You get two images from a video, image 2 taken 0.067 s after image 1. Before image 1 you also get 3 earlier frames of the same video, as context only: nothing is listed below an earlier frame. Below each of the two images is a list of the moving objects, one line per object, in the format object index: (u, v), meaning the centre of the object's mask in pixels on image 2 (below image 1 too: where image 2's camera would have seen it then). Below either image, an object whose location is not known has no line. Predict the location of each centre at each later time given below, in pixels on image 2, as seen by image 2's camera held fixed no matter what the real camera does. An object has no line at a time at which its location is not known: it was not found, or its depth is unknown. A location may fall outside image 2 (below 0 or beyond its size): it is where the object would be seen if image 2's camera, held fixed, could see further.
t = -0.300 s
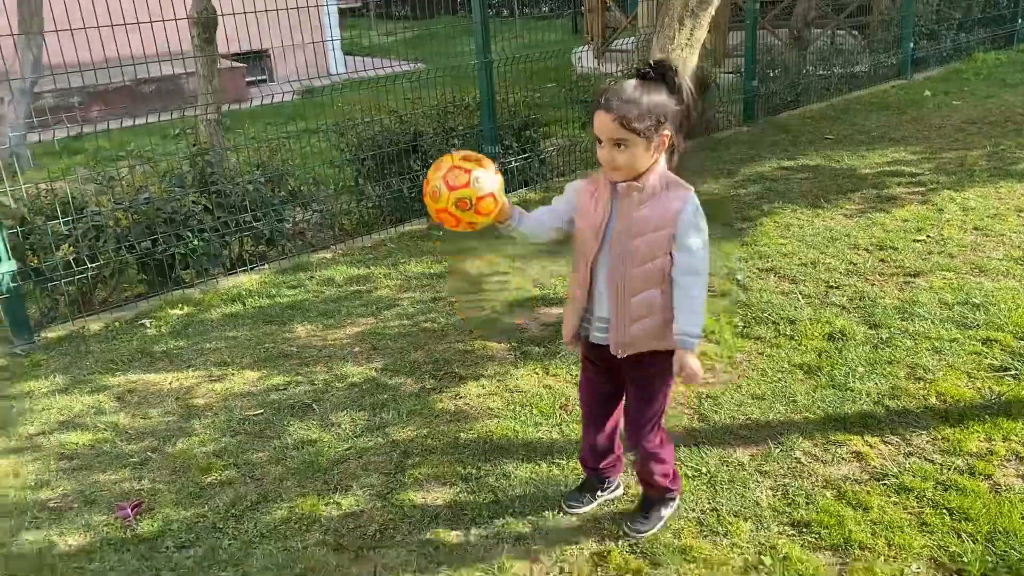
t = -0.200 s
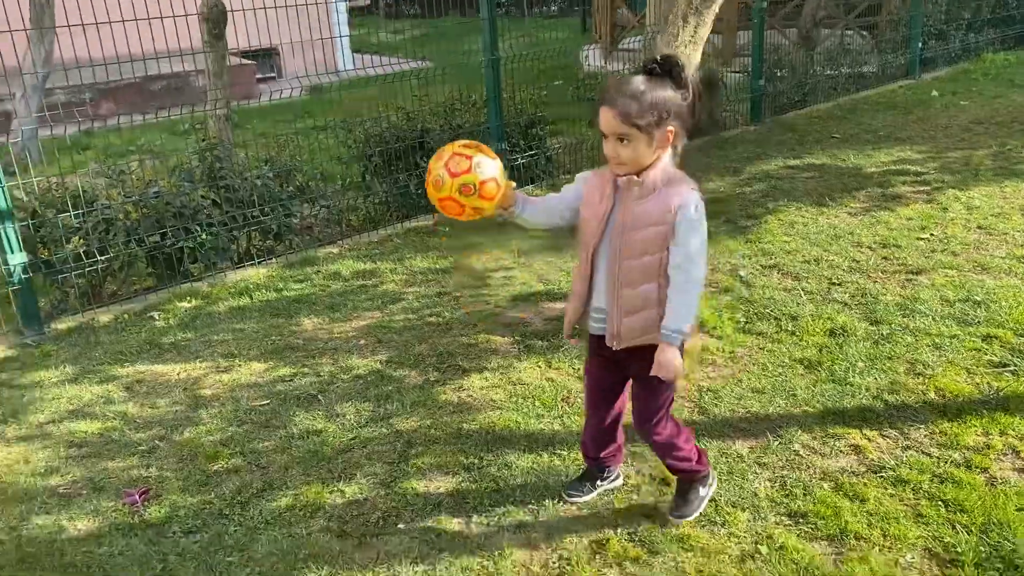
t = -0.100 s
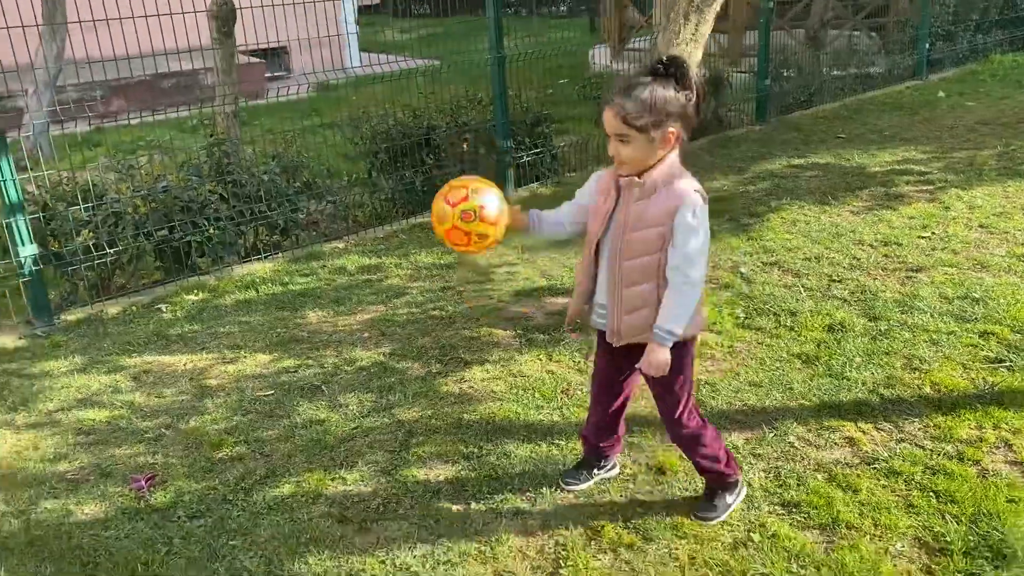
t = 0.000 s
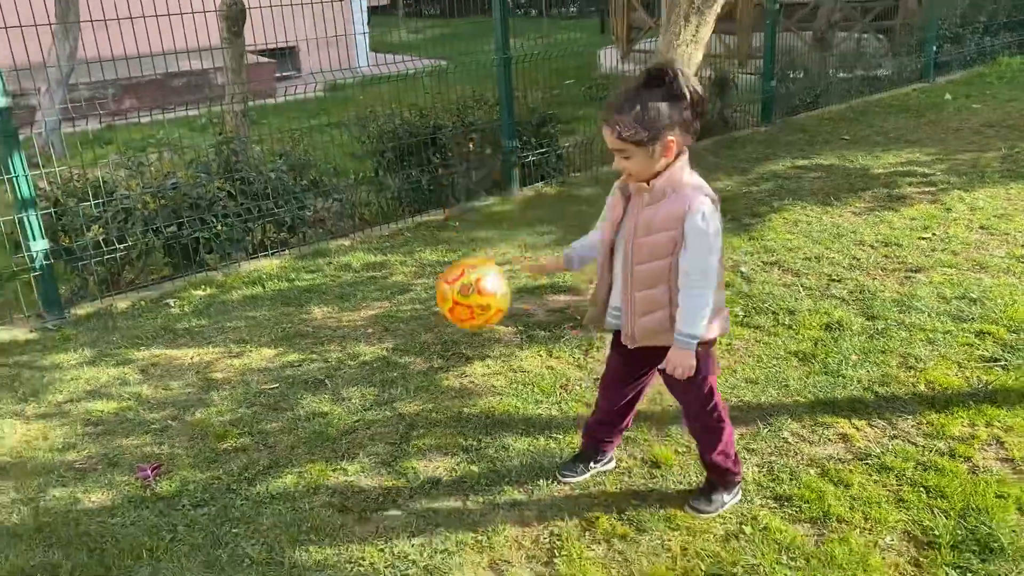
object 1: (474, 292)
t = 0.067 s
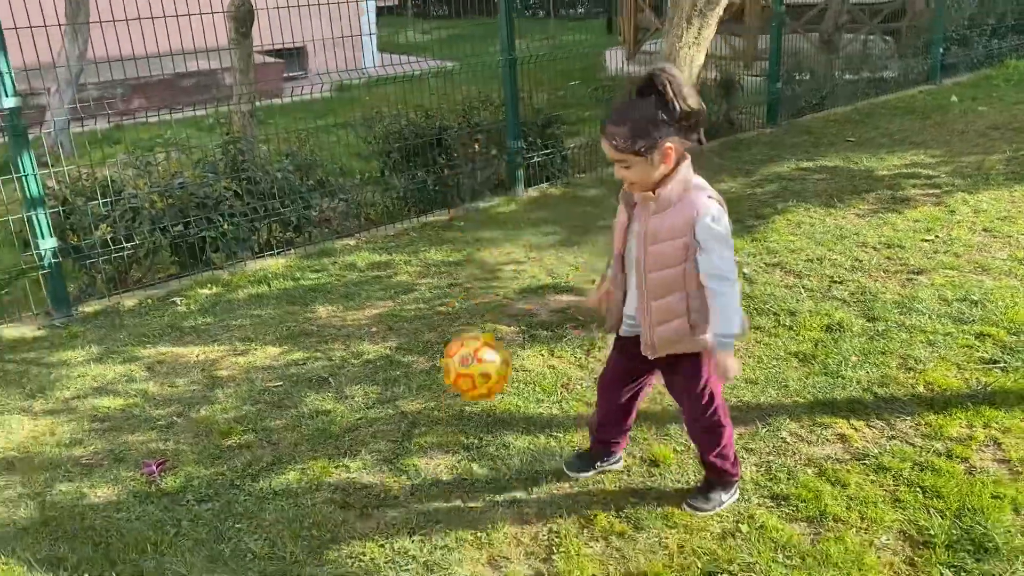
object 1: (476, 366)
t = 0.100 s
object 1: (476, 407)
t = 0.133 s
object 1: (478, 450)
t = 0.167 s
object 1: (479, 495)
